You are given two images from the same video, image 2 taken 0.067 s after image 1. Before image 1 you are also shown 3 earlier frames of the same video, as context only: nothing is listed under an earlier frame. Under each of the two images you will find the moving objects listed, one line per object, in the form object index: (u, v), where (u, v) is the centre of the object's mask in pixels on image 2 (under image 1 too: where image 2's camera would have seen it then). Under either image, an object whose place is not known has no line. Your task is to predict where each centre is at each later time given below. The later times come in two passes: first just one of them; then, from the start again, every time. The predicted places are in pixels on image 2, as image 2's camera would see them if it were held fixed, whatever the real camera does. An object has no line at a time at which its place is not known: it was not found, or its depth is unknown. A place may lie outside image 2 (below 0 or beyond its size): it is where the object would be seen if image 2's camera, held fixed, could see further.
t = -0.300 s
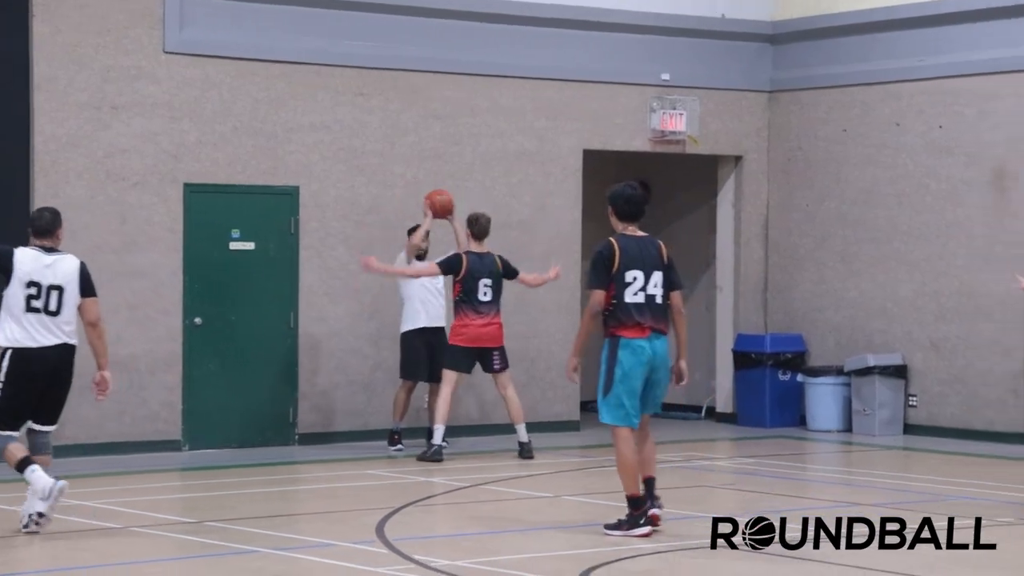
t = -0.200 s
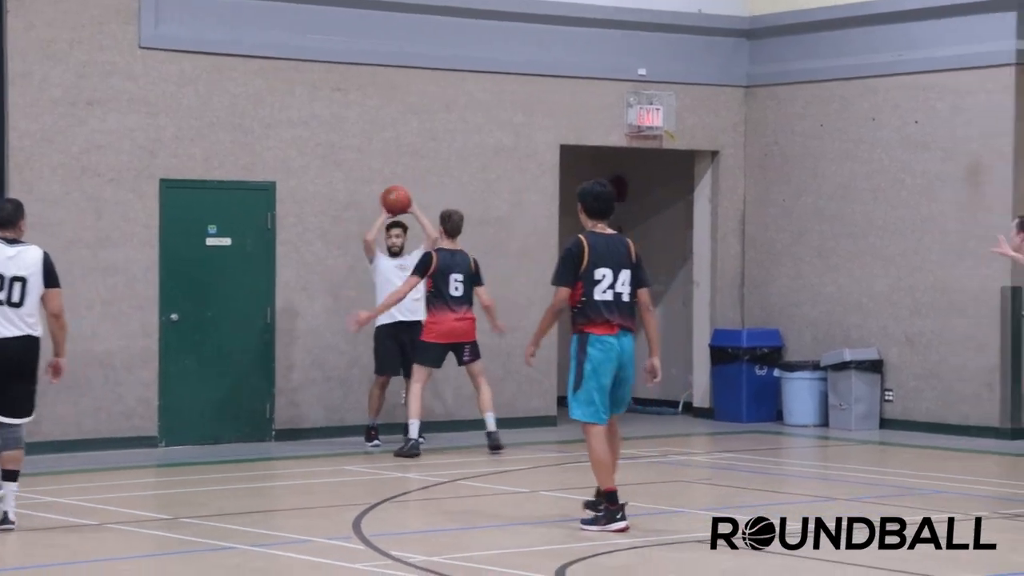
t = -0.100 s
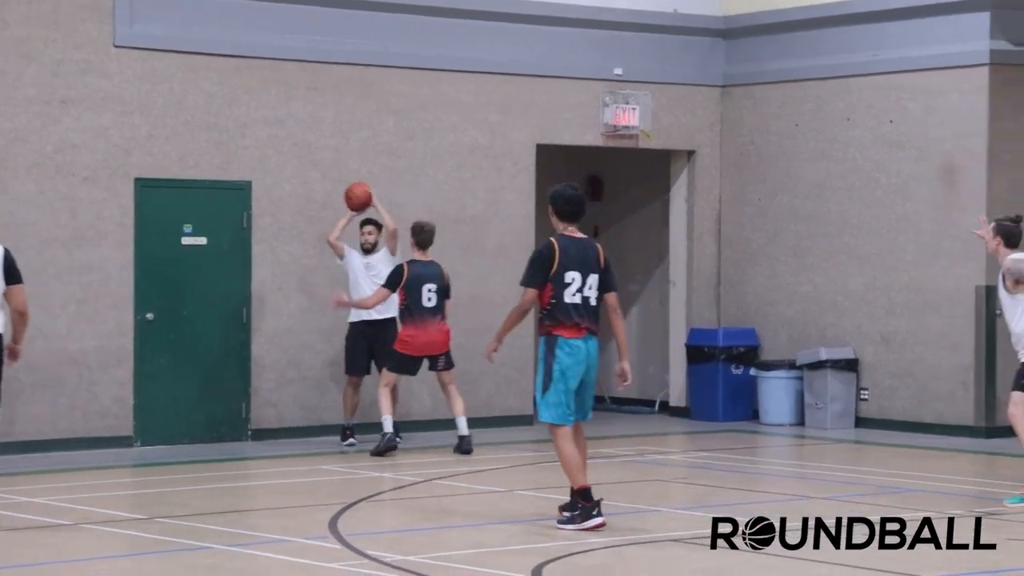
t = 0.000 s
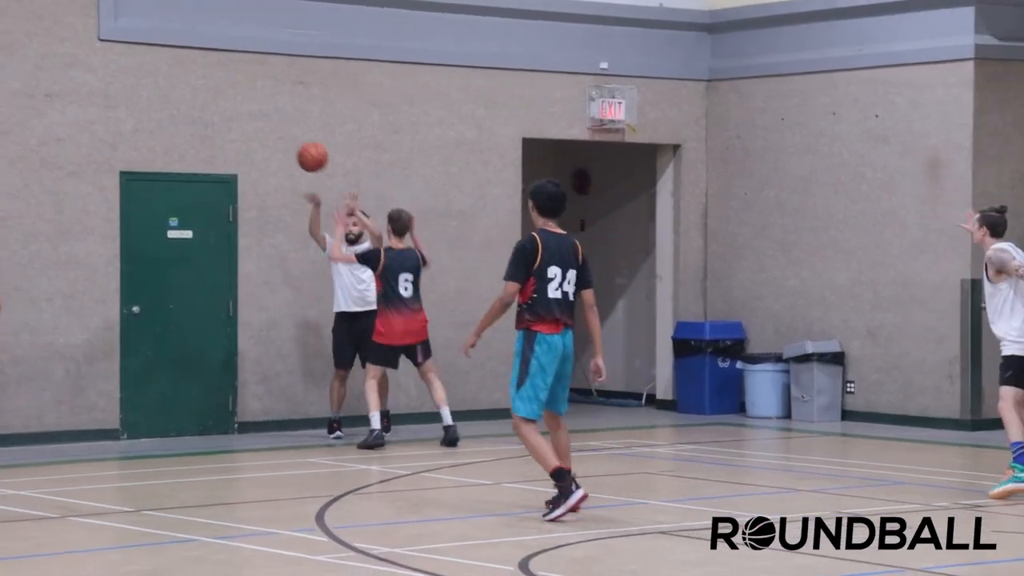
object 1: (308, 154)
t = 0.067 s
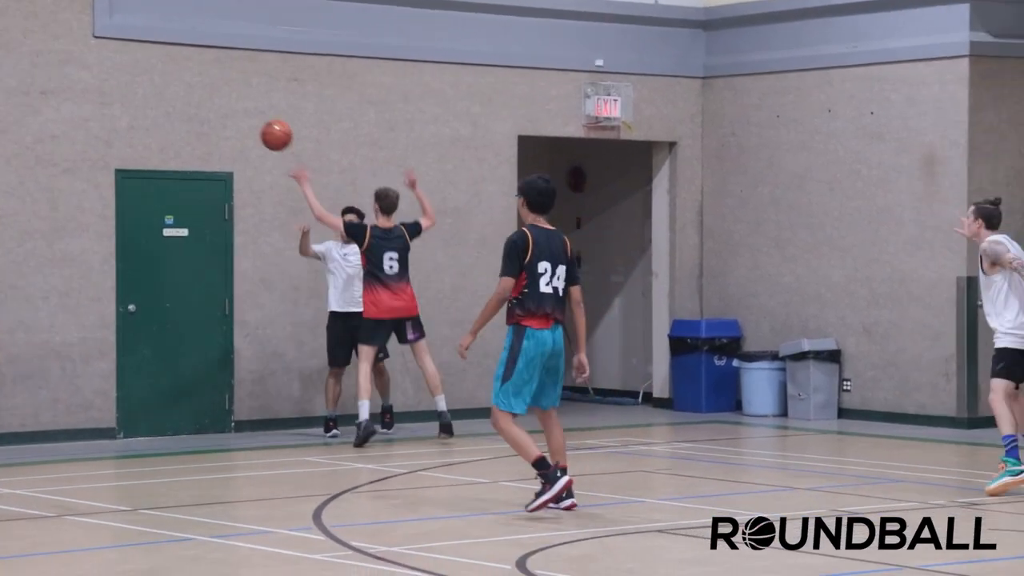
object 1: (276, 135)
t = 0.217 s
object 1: (198, 109)
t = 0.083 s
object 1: (268, 131)
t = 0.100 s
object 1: (259, 127)
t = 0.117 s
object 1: (251, 124)
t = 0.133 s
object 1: (243, 121)
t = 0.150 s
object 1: (234, 117)
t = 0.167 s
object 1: (225, 115)
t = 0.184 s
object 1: (217, 113)
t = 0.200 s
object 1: (208, 111)
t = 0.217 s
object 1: (198, 109)
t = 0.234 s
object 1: (189, 108)
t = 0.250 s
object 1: (180, 108)
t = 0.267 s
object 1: (170, 107)
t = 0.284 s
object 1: (161, 108)
